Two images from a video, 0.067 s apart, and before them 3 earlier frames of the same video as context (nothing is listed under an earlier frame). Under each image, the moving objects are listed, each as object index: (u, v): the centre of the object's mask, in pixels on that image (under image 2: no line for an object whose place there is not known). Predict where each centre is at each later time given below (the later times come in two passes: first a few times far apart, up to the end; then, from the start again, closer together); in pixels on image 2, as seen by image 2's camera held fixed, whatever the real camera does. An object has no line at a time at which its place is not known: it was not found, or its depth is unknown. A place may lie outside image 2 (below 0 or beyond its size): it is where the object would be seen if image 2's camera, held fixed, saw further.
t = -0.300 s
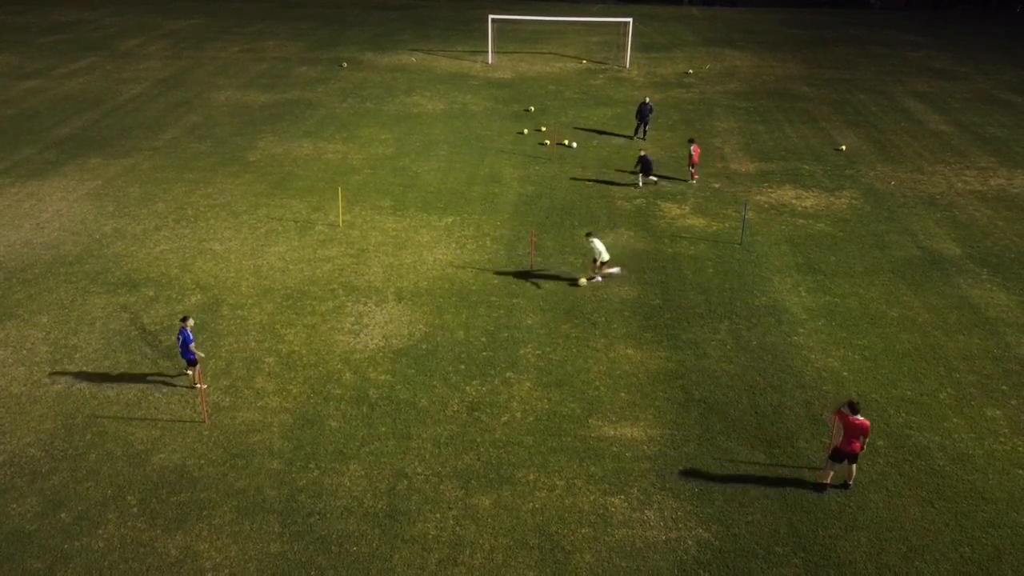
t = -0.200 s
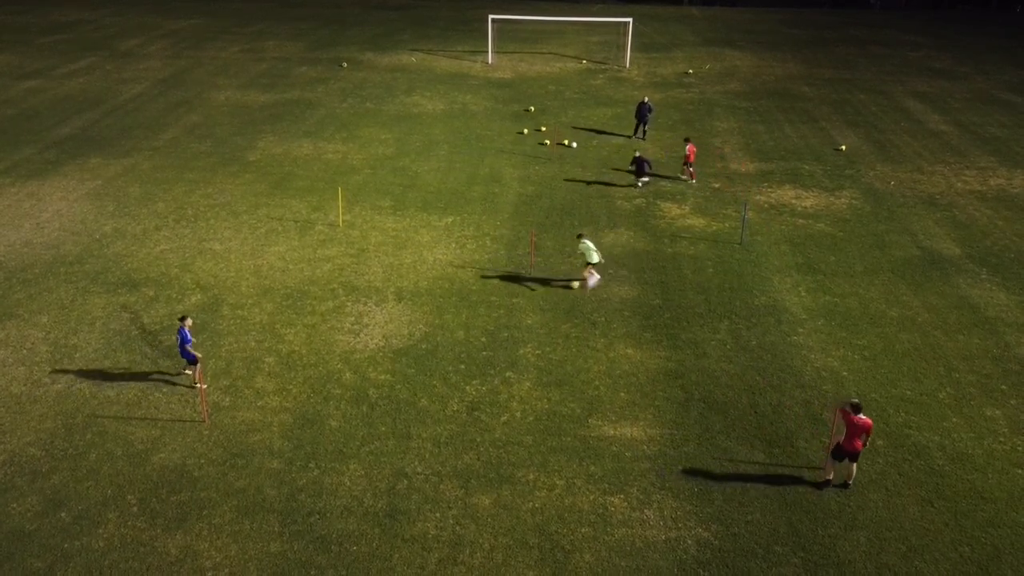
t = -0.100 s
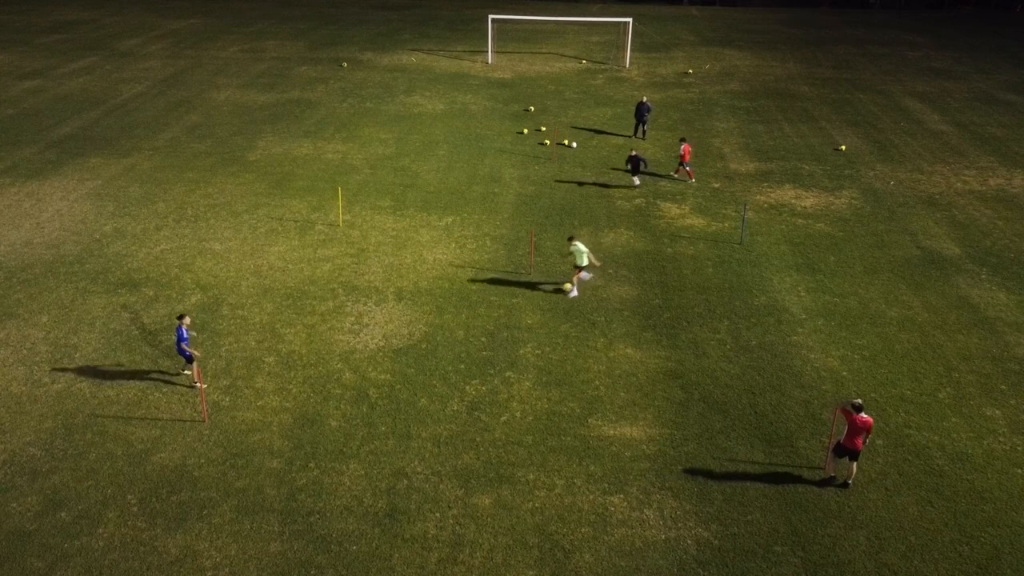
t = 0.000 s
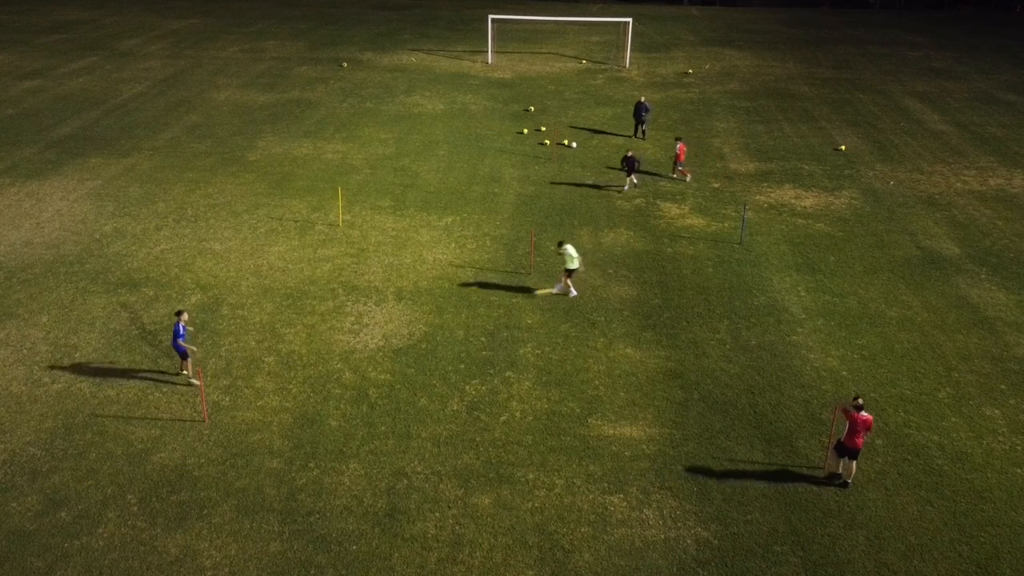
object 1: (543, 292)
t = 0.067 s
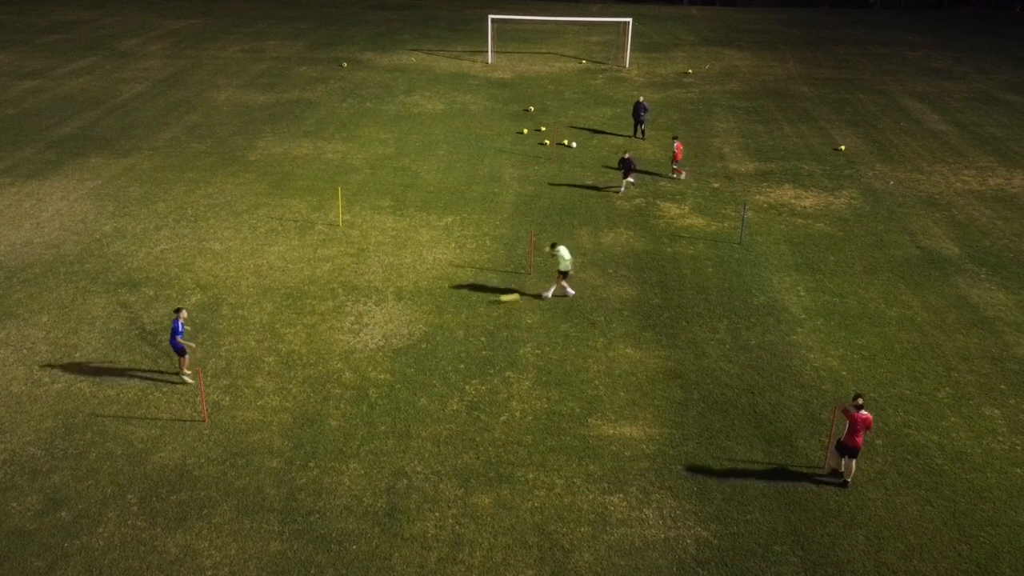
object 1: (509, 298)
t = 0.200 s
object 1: (437, 312)
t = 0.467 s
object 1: (301, 336)
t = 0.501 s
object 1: (286, 339)
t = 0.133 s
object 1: (472, 306)
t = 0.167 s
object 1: (454, 309)
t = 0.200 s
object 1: (437, 312)
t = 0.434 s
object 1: (317, 334)
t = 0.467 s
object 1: (301, 336)
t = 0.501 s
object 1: (286, 339)
